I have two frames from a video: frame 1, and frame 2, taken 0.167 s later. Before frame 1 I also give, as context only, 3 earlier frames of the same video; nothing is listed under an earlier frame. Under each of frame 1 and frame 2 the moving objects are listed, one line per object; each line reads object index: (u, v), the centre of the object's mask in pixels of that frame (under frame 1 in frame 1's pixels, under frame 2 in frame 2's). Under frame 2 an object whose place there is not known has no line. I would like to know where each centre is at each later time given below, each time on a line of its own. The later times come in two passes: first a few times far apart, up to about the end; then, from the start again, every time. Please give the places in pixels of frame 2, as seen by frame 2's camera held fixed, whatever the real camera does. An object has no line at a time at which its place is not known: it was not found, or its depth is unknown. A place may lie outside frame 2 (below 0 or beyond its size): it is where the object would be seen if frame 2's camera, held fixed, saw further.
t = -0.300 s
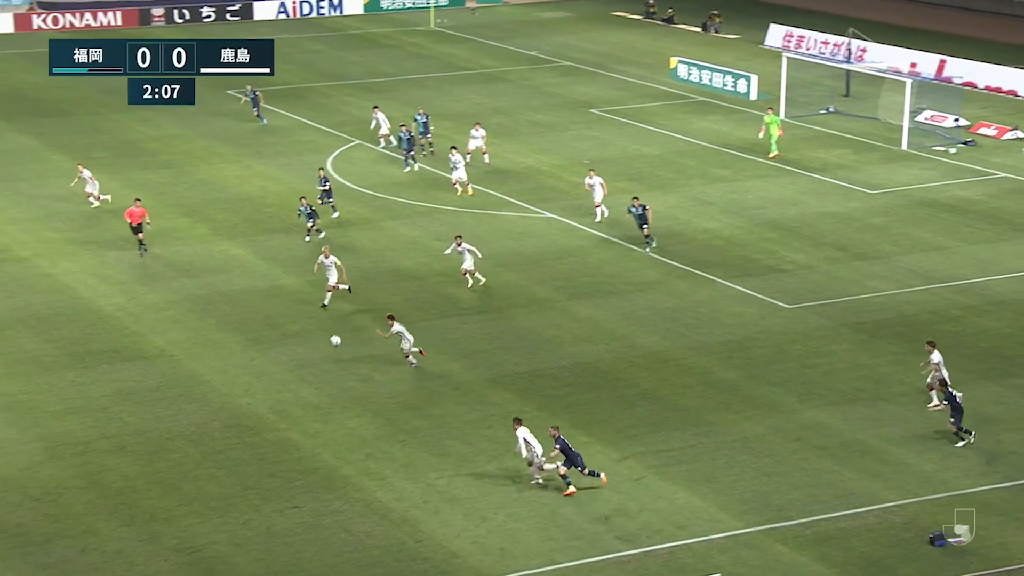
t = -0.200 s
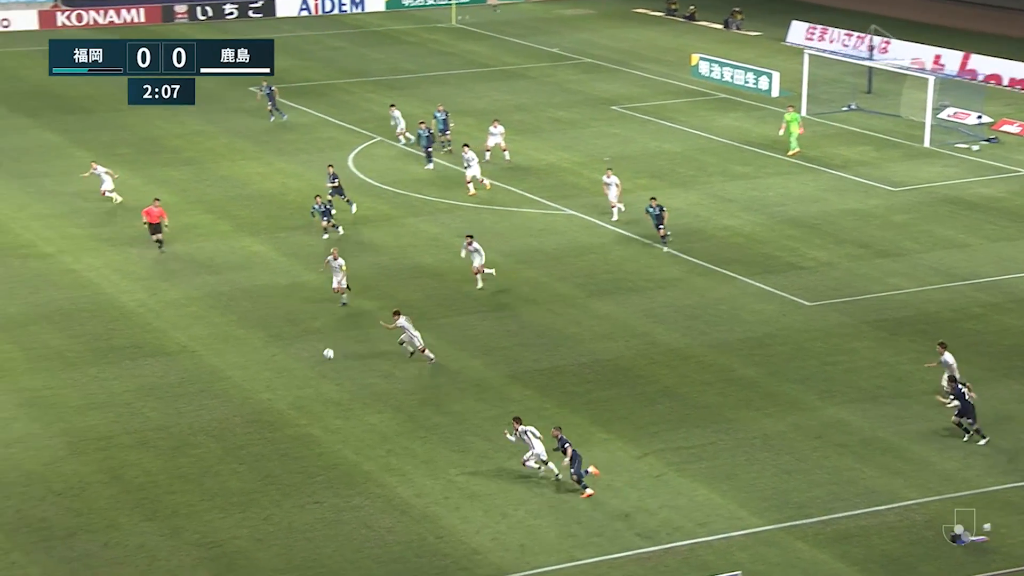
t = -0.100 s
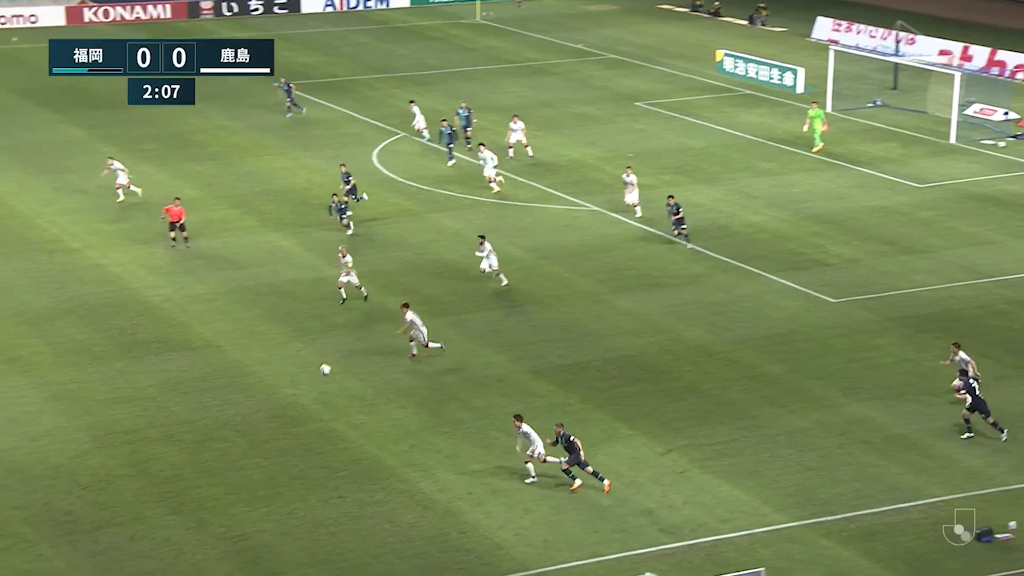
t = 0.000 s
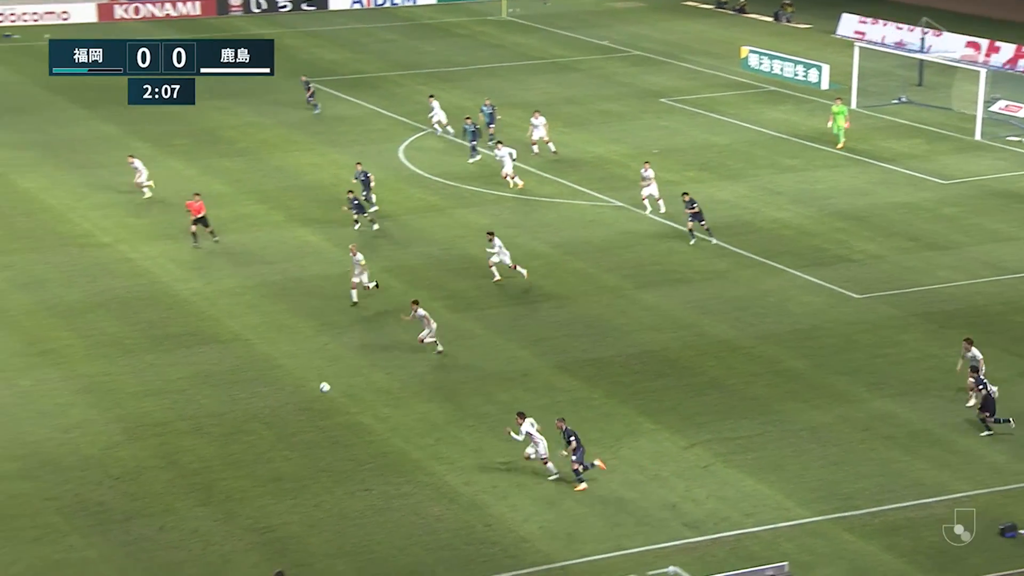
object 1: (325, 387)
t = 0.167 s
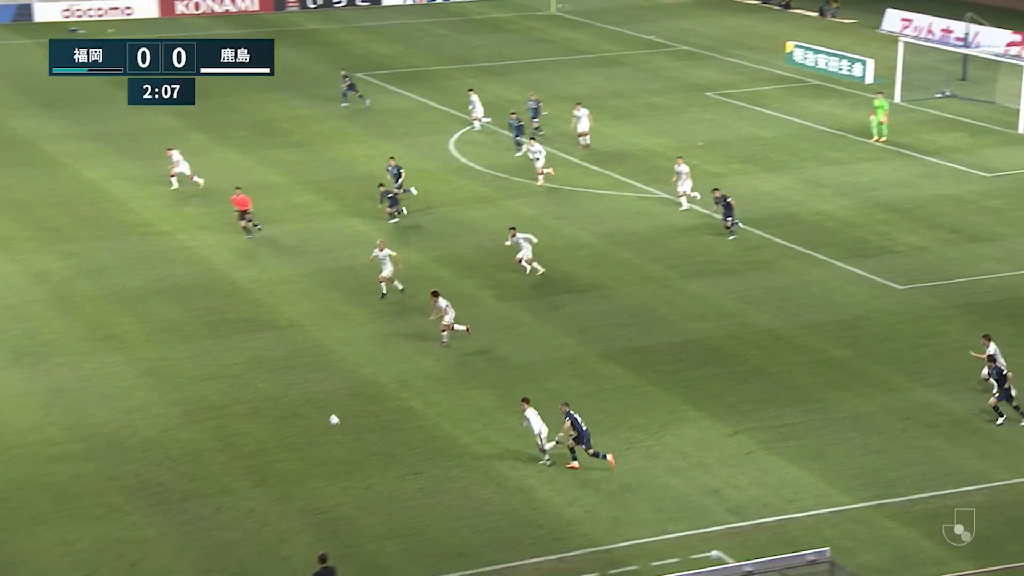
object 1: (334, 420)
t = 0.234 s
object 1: (317, 442)
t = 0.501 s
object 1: (258, 468)
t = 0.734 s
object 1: (212, 439)
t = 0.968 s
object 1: (168, 436)
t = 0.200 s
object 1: (325, 431)
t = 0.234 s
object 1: (317, 442)
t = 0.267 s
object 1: (309, 453)
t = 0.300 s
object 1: (300, 465)
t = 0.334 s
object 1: (293, 478)
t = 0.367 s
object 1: (284, 491)
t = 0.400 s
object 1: (278, 487)
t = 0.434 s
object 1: (271, 480)
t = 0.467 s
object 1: (264, 474)
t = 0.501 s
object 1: (258, 468)
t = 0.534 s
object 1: (251, 462)
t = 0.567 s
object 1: (245, 457)
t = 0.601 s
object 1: (238, 452)
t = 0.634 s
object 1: (232, 448)
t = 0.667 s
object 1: (226, 445)
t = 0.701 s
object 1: (219, 442)
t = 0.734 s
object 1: (212, 439)
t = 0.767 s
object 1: (206, 437)
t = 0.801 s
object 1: (200, 436)
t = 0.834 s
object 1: (193, 435)
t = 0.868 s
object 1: (187, 435)
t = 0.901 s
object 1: (181, 435)
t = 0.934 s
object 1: (175, 436)
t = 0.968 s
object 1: (168, 436)
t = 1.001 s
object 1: (162, 438)
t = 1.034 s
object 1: (155, 440)
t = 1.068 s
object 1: (150, 443)
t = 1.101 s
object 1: (143, 446)
